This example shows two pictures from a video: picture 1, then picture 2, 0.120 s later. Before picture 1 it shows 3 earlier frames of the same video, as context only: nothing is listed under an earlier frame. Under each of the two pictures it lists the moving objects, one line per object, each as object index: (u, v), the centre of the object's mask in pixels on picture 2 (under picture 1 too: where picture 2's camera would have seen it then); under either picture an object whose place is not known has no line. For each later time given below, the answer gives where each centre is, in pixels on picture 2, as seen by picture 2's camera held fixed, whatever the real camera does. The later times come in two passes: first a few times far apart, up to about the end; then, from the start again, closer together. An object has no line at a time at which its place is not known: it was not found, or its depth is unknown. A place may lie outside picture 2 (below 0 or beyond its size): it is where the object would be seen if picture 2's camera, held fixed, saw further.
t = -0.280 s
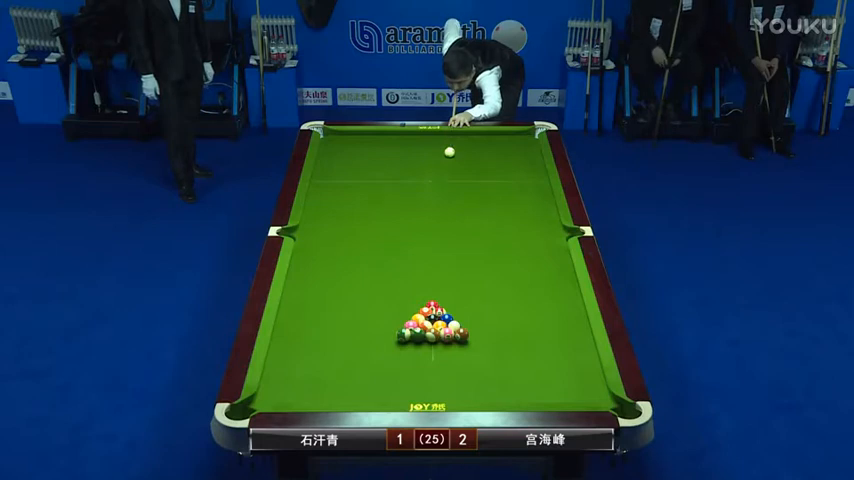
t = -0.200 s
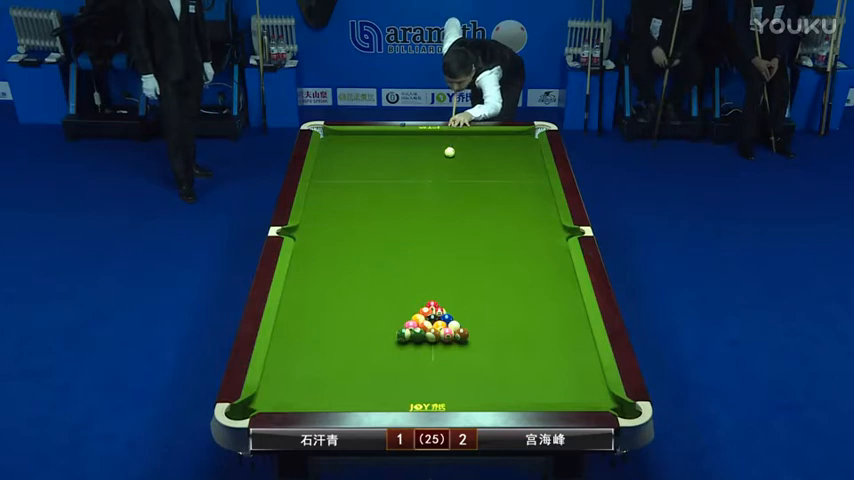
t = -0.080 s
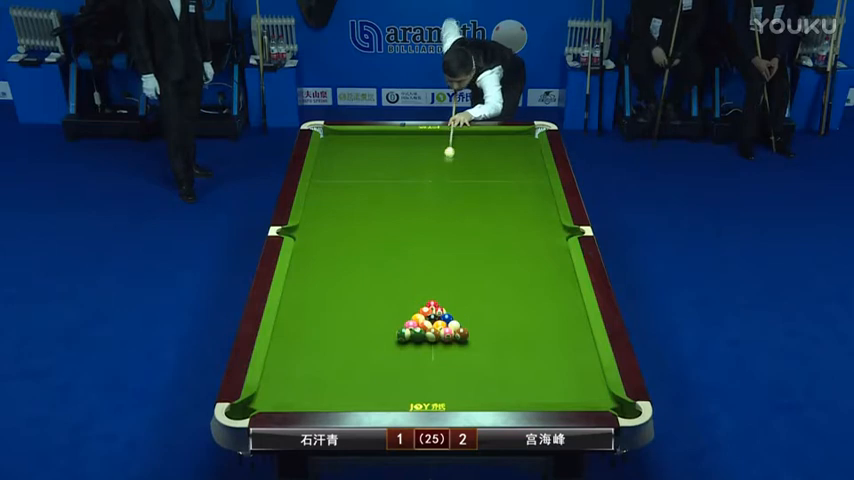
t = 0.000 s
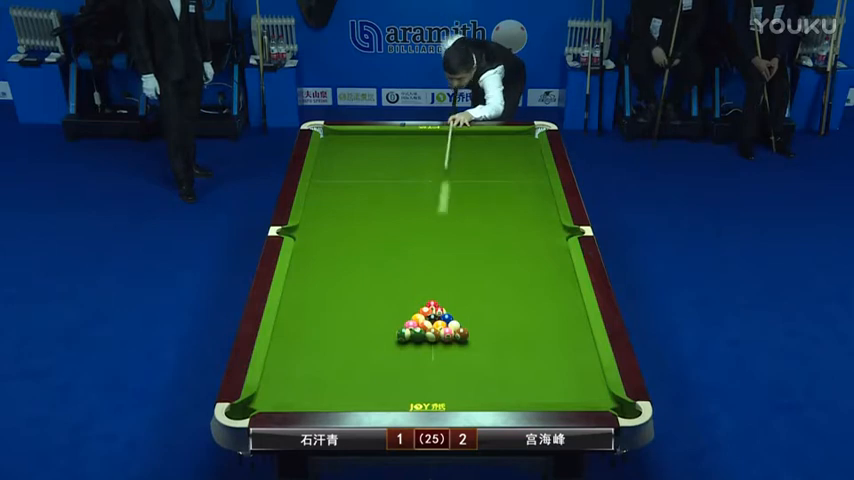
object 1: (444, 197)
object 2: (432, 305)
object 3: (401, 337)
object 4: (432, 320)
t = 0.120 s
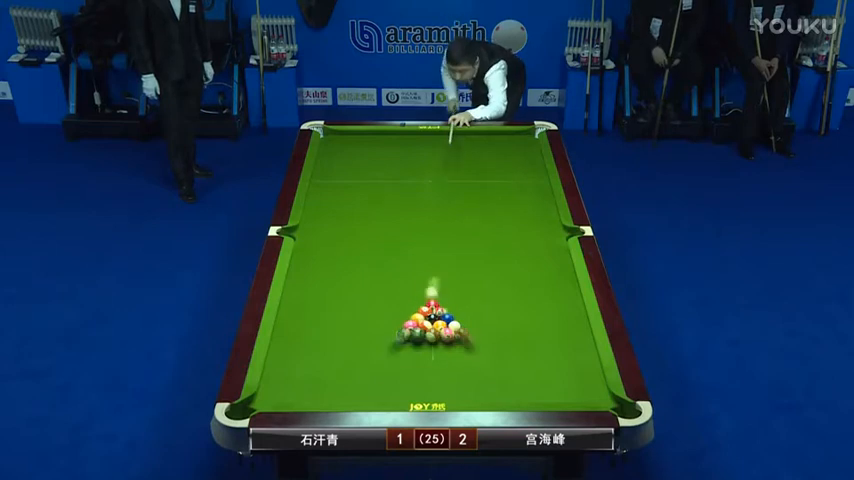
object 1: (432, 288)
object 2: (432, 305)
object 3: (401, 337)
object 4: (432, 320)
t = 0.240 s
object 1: (422, 271)
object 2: (430, 294)
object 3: (340, 388)
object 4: (431, 320)
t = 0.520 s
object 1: (400, 252)
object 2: (426, 273)
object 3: (282, 322)
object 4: (431, 318)
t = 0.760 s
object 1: (383, 239)
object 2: (423, 256)
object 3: (327, 277)
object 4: (428, 315)
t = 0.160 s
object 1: (428, 284)
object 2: (431, 300)
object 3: (383, 353)
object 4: (432, 320)
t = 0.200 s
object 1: (425, 276)
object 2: (430, 295)
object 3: (362, 370)
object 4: (431, 320)
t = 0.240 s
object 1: (422, 271)
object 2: (430, 294)
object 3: (340, 388)
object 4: (431, 320)
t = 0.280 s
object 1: (418, 269)
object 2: (430, 292)
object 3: (322, 392)
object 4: (431, 320)
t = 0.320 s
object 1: (415, 271)
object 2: (429, 288)
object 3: (312, 379)
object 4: (431, 319)
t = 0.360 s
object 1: (412, 265)
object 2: (428, 286)
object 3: (304, 365)
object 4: (431, 319)
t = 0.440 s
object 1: (406, 258)
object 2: (427, 279)
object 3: (288, 344)
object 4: (430, 317)
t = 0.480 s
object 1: (403, 255)
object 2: (427, 276)
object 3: (283, 332)
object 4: (431, 318)
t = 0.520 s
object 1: (400, 252)
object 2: (426, 273)
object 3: (282, 322)
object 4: (431, 318)
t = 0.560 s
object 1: (397, 250)
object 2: (426, 270)
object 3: (290, 314)
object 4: (431, 317)
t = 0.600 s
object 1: (394, 247)
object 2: (425, 267)
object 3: (299, 306)
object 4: (430, 315)
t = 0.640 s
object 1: (391, 244)
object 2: (424, 264)
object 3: (307, 299)
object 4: (429, 316)
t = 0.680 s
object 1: (388, 242)
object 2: (424, 261)
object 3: (313, 291)
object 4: (429, 315)
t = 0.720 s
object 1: (386, 241)
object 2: (423, 258)
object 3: (321, 284)
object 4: (429, 315)
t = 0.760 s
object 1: (383, 239)
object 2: (423, 256)
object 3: (327, 277)
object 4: (428, 315)
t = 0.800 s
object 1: (380, 238)
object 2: (422, 253)
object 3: (333, 271)
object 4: (428, 315)
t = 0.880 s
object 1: (375, 236)
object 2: (421, 248)
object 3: (345, 258)
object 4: (429, 313)
